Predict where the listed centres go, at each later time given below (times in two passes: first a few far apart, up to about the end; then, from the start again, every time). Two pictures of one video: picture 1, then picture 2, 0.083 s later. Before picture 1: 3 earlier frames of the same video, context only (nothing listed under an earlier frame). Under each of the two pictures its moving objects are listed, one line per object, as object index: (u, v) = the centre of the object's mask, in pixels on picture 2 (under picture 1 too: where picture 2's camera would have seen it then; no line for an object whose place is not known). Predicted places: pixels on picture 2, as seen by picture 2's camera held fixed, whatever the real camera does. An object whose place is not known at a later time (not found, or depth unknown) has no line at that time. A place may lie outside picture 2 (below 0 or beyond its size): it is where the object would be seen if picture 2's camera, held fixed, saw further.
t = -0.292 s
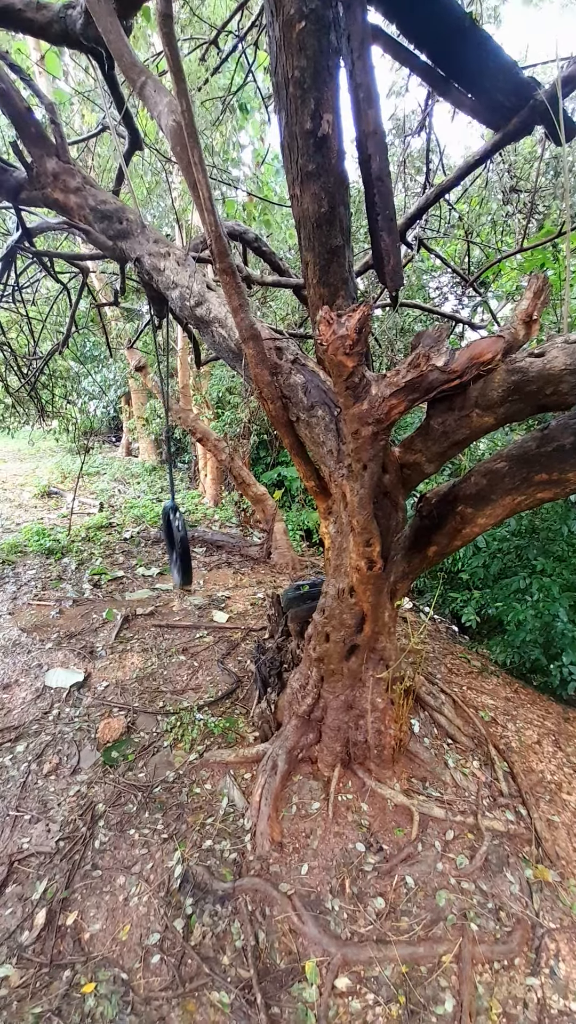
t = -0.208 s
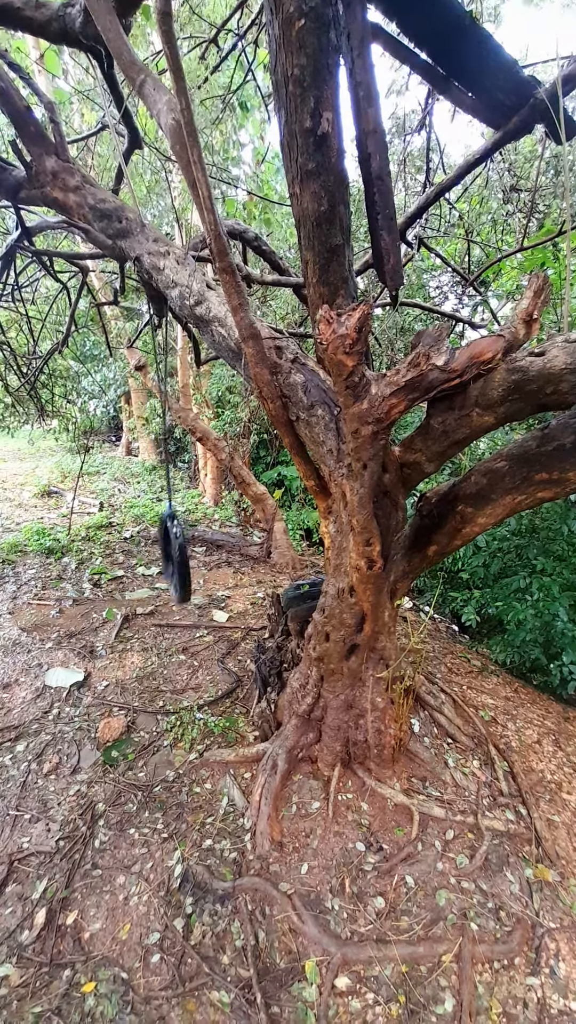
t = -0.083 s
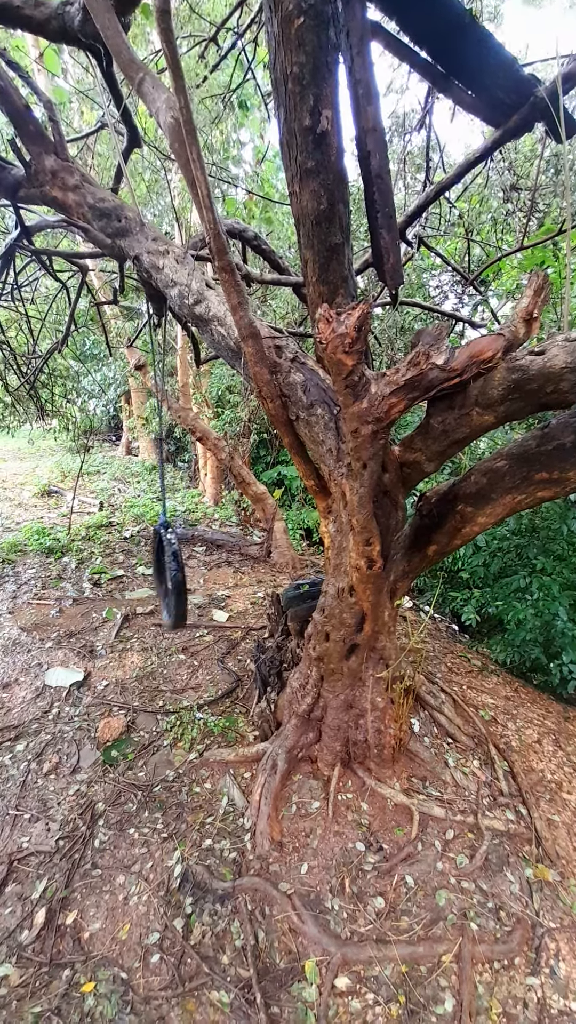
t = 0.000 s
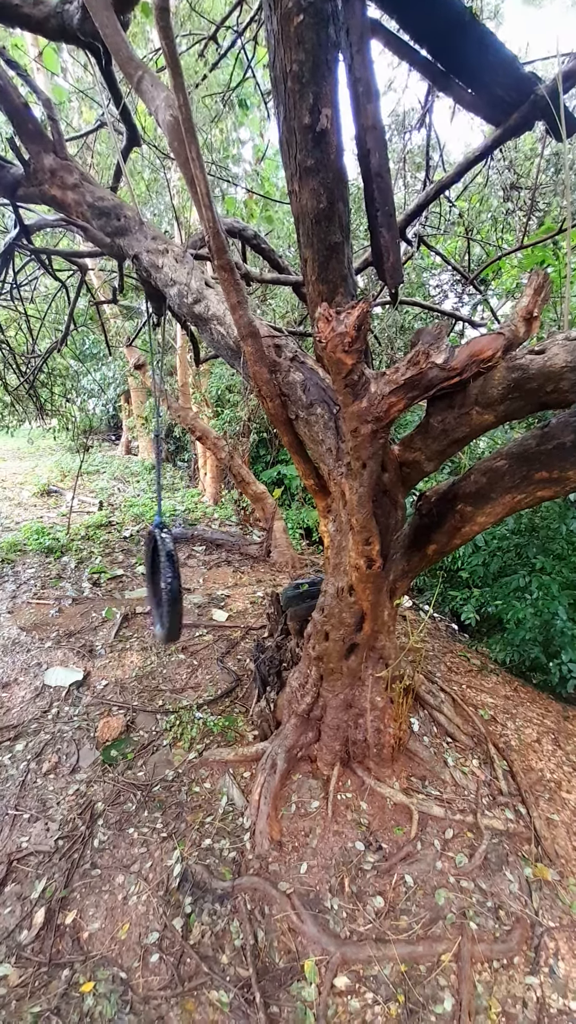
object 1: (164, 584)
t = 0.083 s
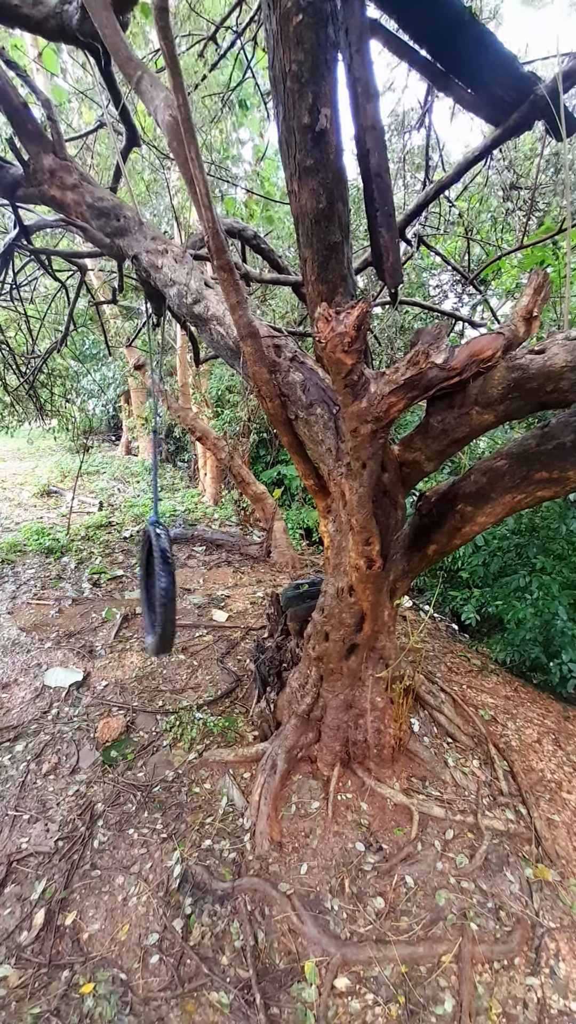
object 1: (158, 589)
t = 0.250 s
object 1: (144, 589)
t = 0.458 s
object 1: (129, 586)
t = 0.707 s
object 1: (138, 591)
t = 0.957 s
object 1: (157, 580)
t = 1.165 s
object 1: (171, 550)
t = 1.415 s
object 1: (181, 512)
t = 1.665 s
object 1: (185, 495)
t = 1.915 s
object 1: (185, 506)
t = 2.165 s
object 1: (182, 536)
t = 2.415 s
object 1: (168, 573)
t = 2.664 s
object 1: (138, 591)
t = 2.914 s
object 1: (118, 589)
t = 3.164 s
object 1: (126, 591)
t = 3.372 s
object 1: (147, 590)
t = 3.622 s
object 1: (170, 568)
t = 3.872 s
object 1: (184, 530)
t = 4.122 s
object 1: (186, 504)
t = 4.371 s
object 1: (186, 504)
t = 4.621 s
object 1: (181, 527)
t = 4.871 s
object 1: (168, 562)
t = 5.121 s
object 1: (147, 589)
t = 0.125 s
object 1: (154, 589)
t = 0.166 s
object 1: (151, 590)
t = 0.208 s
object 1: (148, 590)
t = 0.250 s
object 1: (144, 589)
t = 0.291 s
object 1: (138, 588)
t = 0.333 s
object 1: (135, 586)
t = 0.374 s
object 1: (132, 587)
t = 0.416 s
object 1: (130, 586)
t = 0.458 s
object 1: (129, 586)
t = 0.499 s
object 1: (129, 588)
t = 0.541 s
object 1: (130, 590)
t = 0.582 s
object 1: (131, 589)
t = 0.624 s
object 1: (133, 590)
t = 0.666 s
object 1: (136, 591)
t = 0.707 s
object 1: (138, 591)
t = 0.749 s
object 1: (141, 591)
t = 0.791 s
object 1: (144, 590)
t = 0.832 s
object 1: (147, 589)
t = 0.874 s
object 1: (150, 586)
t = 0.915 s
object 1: (154, 585)
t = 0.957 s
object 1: (157, 580)
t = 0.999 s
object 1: (159, 576)
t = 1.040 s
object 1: (162, 570)
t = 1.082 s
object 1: (166, 564)
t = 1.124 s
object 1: (168, 558)
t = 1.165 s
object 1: (171, 550)
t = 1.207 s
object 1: (173, 543)
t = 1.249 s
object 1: (176, 537)
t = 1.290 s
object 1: (177, 531)
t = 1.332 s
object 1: (179, 524)
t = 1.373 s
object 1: (180, 517)
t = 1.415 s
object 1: (181, 512)
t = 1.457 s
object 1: (182, 509)
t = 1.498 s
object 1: (181, 505)
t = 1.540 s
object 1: (183, 500)
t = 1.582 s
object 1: (183, 498)
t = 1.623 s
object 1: (184, 496)
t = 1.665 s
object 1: (185, 495)
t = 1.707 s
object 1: (185, 495)
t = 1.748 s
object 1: (185, 495)
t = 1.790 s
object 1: (185, 496)
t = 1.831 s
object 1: (185, 498)
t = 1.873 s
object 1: (185, 501)
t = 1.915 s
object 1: (185, 506)
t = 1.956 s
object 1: (185, 509)
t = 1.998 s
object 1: (185, 514)
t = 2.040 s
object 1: (184, 519)
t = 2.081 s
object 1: (184, 524)
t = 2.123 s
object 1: (183, 529)
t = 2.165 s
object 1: (182, 536)
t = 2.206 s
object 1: (181, 542)
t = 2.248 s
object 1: (179, 549)
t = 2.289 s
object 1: (177, 555)
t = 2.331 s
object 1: (174, 561)
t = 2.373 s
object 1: (171, 567)
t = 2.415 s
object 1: (168, 573)
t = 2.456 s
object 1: (163, 578)
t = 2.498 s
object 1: (158, 582)
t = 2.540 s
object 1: (153, 586)
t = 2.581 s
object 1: (149, 588)
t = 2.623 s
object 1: (144, 590)
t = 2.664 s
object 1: (138, 591)
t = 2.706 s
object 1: (134, 591)
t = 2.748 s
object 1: (129, 591)
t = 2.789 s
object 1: (125, 590)
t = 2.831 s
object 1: (122, 590)
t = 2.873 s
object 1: (120, 589)
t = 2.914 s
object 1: (118, 589)
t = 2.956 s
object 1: (117, 589)
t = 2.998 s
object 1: (118, 589)
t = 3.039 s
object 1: (119, 589)
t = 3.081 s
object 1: (121, 590)
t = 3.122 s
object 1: (123, 590)
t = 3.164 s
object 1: (126, 591)
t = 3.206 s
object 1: (130, 592)
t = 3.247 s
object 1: (134, 593)
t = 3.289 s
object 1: (138, 593)
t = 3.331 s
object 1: (142, 592)
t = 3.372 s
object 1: (147, 590)
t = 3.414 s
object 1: (151, 589)
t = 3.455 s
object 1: (155, 586)
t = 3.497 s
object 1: (159, 581)
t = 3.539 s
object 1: (163, 577)
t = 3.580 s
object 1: (167, 574)
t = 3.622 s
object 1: (170, 568)
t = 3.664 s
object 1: (173, 562)
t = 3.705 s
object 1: (176, 555)
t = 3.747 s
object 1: (178, 549)
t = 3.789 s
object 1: (180, 542)
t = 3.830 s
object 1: (182, 536)
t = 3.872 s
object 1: (184, 530)
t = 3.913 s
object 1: (185, 524)
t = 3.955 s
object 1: (186, 519)
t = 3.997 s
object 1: (187, 514)
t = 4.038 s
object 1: (186, 510)
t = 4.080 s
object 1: (187, 507)
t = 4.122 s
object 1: (186, 504)
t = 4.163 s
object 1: (187, 502)
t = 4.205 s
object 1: (187, 501)
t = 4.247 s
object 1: (186, 501)
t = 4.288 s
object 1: (186, 500)
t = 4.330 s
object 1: (186, 501)
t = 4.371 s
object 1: (186, 504)
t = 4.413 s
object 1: (185, 505)
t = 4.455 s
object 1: (185, 509)
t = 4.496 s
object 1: (184, 512)
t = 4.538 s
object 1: (183, 517)
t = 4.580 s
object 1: (182, 521)
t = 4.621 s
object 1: (181, 527)
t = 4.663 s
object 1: (180, 533)
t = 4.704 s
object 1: (178, 538)
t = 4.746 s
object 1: (176, 543)
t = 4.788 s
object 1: (174, 550)
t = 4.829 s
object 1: (171, 555)
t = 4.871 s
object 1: (168, 562)
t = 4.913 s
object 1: (165, 568)
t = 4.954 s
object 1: (161, 573)
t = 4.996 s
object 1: (158, 578)
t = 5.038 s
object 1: (154, 583)
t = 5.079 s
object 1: (151, 586)
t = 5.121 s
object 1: (147, 589)
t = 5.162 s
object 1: (143, 592)
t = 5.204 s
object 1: (140, 593)
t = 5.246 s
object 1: (136, 593)
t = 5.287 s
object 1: (133, 594)
